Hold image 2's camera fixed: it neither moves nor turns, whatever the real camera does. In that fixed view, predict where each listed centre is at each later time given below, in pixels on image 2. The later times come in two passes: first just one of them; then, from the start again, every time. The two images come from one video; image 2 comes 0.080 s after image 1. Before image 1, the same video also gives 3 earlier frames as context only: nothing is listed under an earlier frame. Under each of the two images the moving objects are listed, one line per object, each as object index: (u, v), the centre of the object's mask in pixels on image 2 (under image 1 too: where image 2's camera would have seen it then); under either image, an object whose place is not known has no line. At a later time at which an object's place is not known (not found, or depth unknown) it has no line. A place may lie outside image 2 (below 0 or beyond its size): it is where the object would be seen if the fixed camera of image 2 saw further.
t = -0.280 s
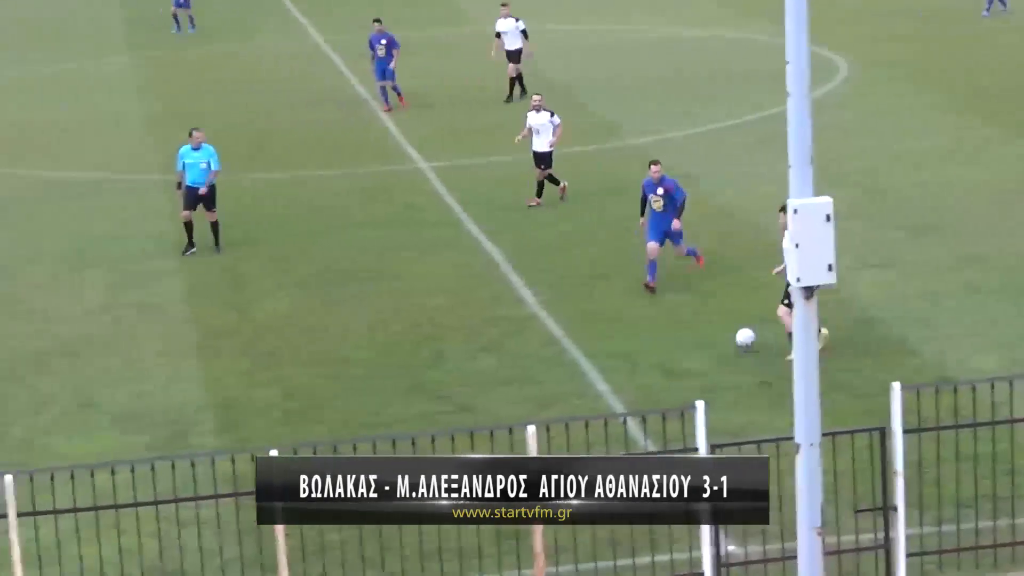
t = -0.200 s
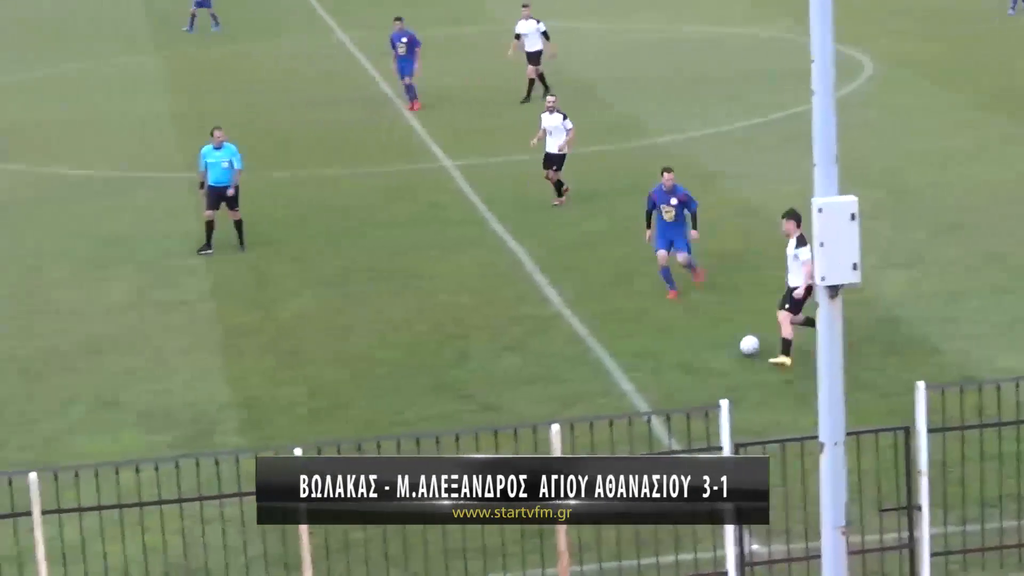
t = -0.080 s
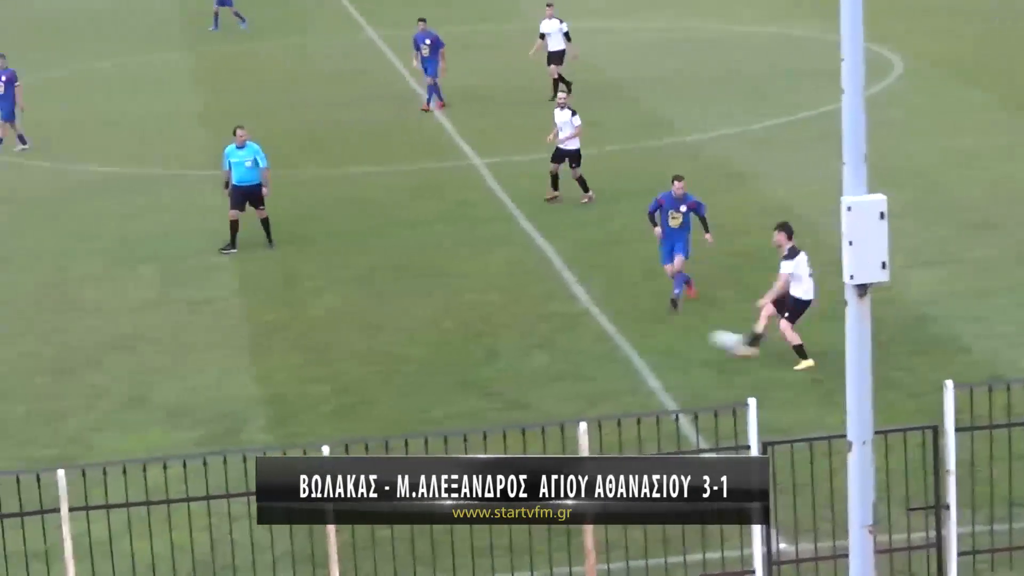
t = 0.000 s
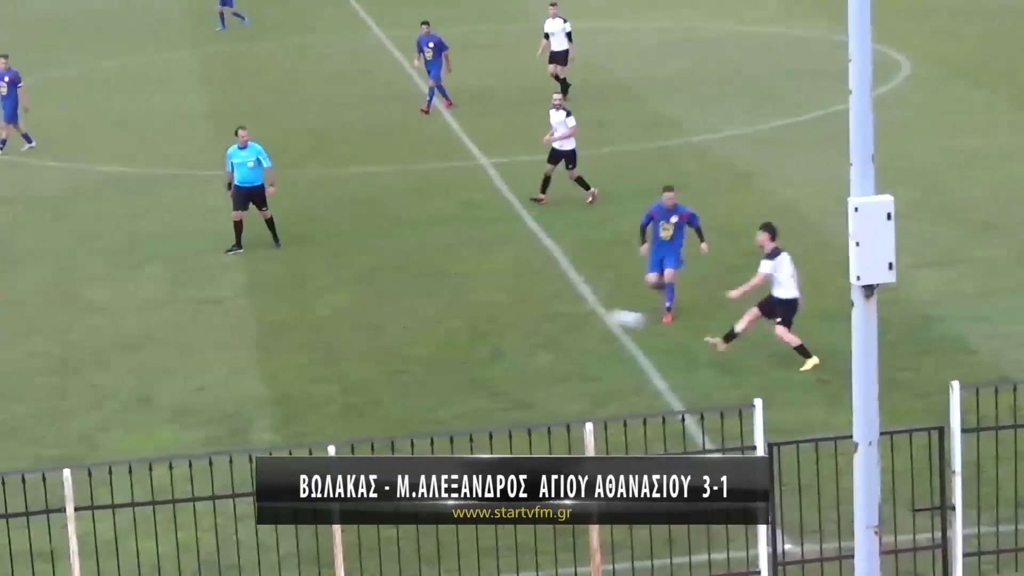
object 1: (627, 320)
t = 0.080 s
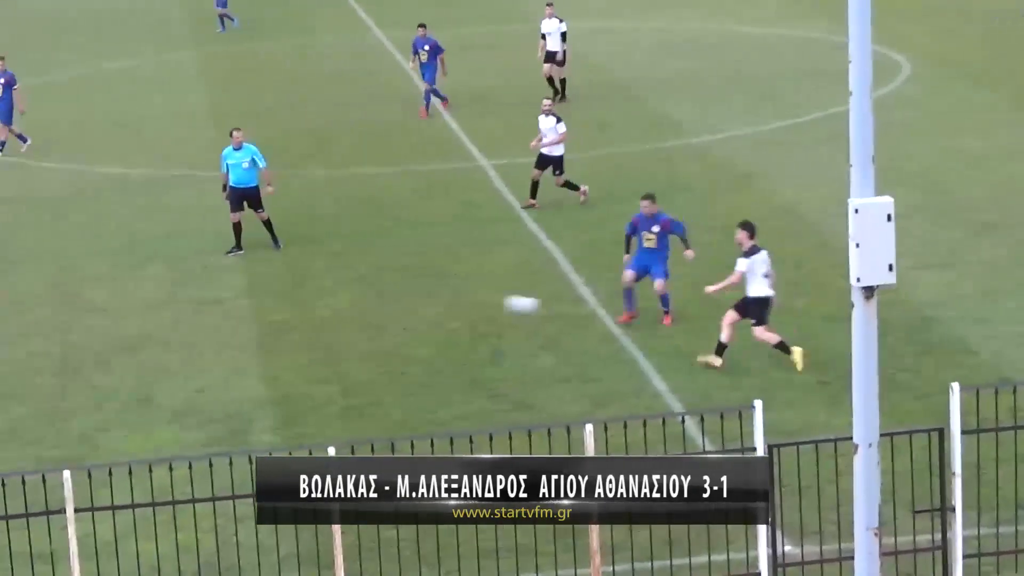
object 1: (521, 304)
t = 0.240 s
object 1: (326, 291)
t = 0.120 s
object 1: (471, 299)
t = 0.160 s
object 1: (421, 295)
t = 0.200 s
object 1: (374, 292)
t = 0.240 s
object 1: (326, 291)
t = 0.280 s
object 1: (281, 291)
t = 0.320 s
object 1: (237, 292)
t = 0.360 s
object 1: (196, 294)
